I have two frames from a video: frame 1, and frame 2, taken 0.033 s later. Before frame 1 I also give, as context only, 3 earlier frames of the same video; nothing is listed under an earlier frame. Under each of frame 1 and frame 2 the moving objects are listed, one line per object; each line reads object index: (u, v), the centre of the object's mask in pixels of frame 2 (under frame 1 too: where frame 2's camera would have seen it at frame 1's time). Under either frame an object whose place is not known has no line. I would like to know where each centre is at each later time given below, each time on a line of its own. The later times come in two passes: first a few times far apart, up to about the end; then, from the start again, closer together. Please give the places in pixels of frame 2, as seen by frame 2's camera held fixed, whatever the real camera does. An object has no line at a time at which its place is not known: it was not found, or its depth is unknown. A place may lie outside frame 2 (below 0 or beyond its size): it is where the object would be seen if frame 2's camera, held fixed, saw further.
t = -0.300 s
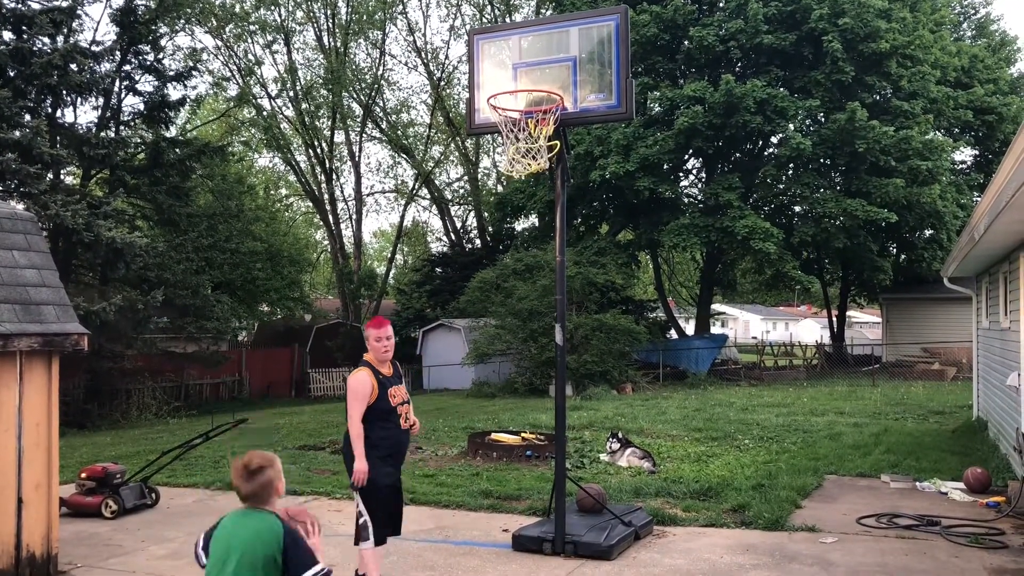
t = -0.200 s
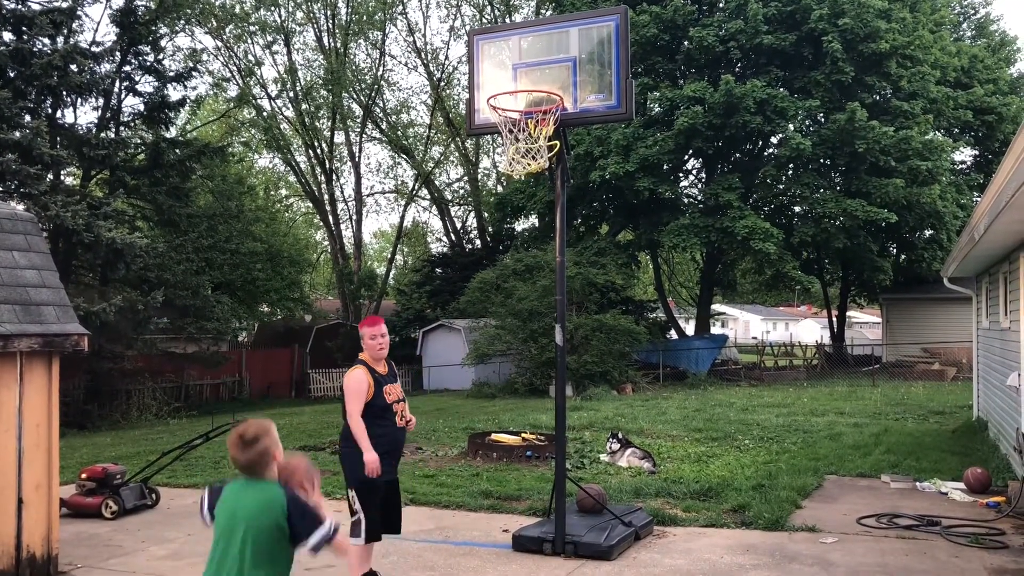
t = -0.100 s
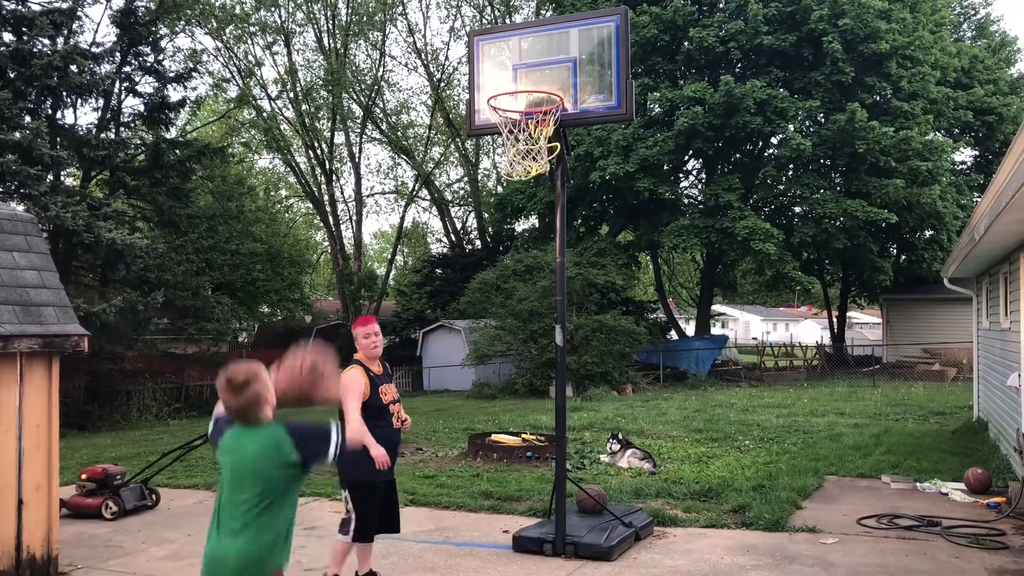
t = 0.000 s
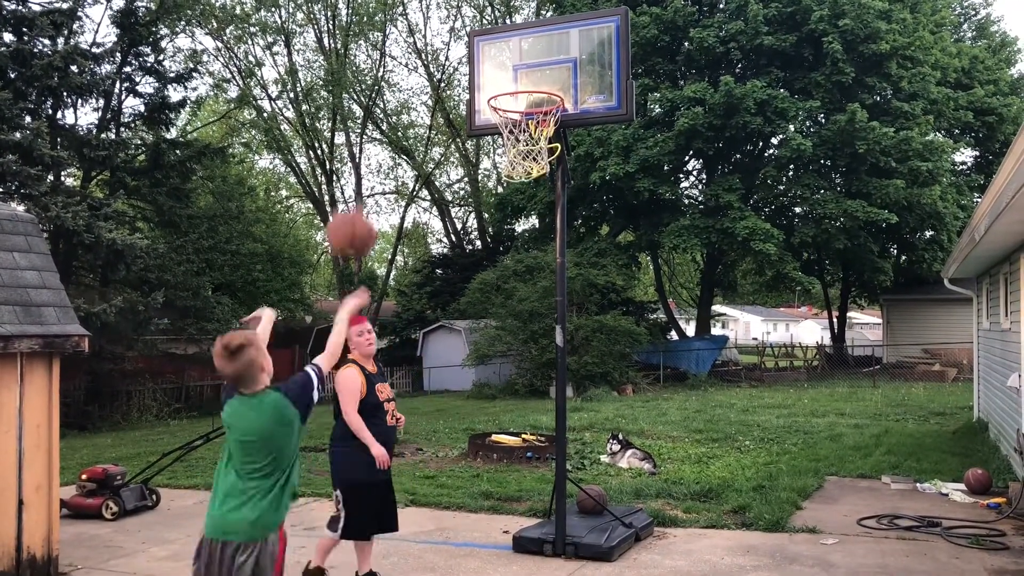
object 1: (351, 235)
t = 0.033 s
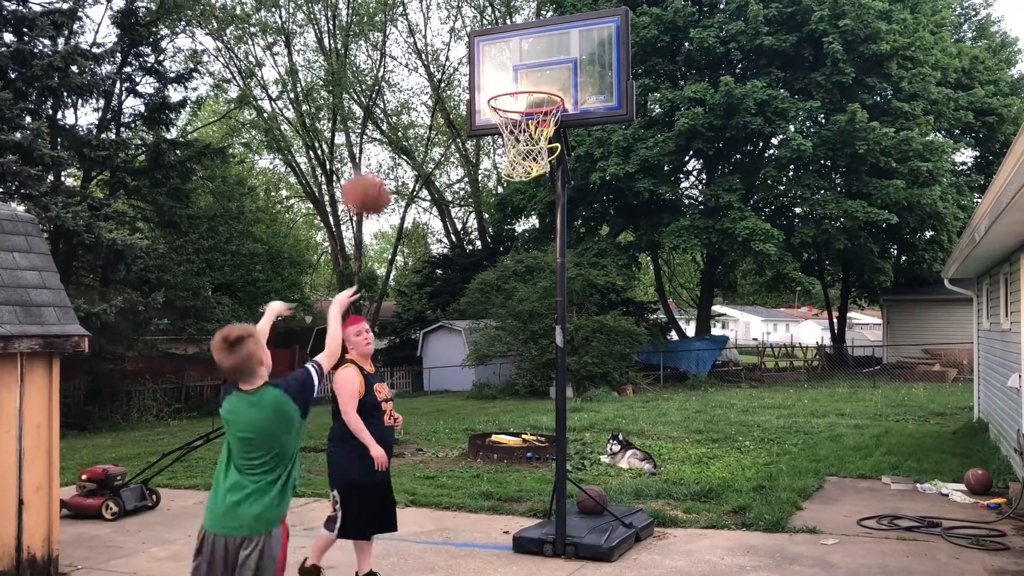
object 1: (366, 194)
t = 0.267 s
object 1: (440, 28)
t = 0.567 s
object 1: (504, 6)
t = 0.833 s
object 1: (539, 81)
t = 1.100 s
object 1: (511, 137)
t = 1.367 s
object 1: (512, 203)
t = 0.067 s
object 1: (378, 157)
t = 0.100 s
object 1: (390, 129)
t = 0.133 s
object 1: (400, 105)
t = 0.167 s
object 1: (413, 79)
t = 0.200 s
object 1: (422, 60)
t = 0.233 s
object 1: (431, 44)
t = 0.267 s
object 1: (440, 28)
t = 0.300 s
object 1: (449, 17)
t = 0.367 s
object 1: (466, 8)
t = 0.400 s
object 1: (473, 5)
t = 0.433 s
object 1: (481, 4)
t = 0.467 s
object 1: (487, 3)
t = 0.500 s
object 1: (494, 3)
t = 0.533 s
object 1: (499, 5)
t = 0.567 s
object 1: (504, 6)
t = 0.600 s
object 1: (510, 10)
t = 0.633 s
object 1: (516, 15)
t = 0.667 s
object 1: (521, 25)
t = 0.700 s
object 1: (526, 35)
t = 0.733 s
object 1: (530, 47)
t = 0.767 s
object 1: (535, 60)
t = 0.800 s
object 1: (539, 76)
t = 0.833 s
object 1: (539, 81)
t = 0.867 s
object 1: (534, 94)
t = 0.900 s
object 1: (530, 103)
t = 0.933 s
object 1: (522, 112)
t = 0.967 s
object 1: (517, 125)
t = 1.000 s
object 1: (512, 134)
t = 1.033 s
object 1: (511, 136)
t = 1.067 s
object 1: (511, 137)
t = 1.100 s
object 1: (511, 137)
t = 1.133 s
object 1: (510, 149)
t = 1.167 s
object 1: (511, 152)
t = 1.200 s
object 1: (511, 155)
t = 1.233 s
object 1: (512, 161)
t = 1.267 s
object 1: (513, 168)
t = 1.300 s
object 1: (513, 177)
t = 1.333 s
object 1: (512, 189)
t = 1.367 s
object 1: (512, 203)
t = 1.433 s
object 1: (512, 232)
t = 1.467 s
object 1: (512, 249)
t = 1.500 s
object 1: (511, 269)
